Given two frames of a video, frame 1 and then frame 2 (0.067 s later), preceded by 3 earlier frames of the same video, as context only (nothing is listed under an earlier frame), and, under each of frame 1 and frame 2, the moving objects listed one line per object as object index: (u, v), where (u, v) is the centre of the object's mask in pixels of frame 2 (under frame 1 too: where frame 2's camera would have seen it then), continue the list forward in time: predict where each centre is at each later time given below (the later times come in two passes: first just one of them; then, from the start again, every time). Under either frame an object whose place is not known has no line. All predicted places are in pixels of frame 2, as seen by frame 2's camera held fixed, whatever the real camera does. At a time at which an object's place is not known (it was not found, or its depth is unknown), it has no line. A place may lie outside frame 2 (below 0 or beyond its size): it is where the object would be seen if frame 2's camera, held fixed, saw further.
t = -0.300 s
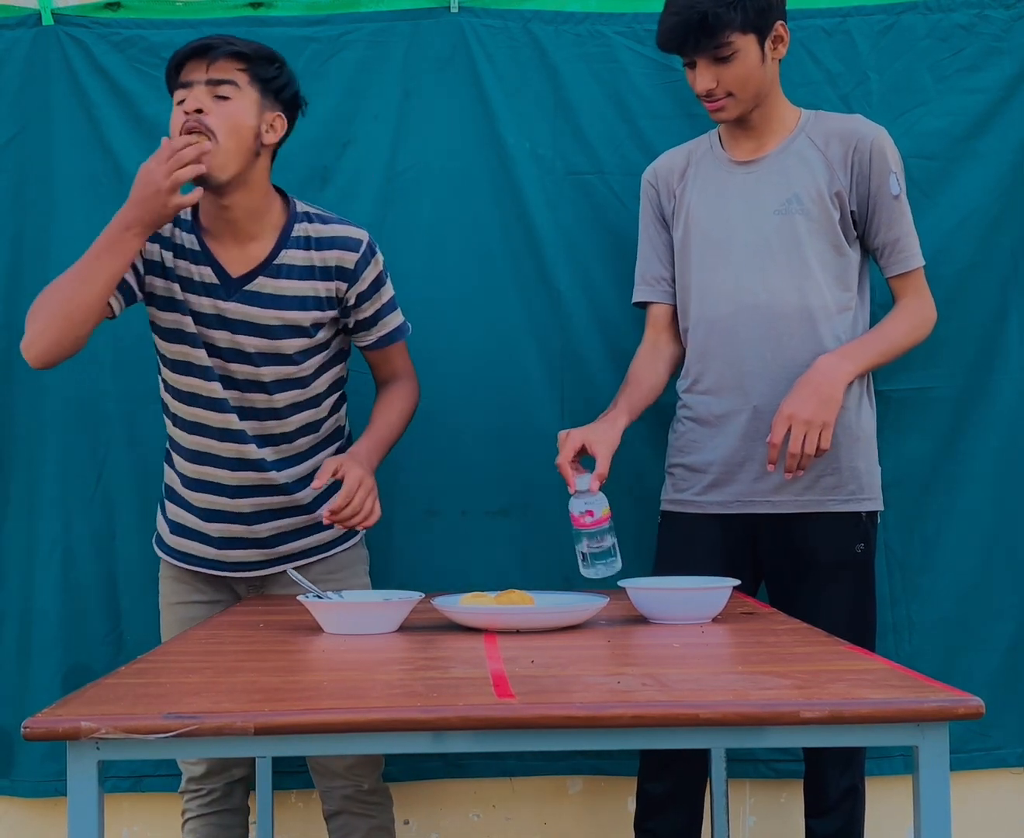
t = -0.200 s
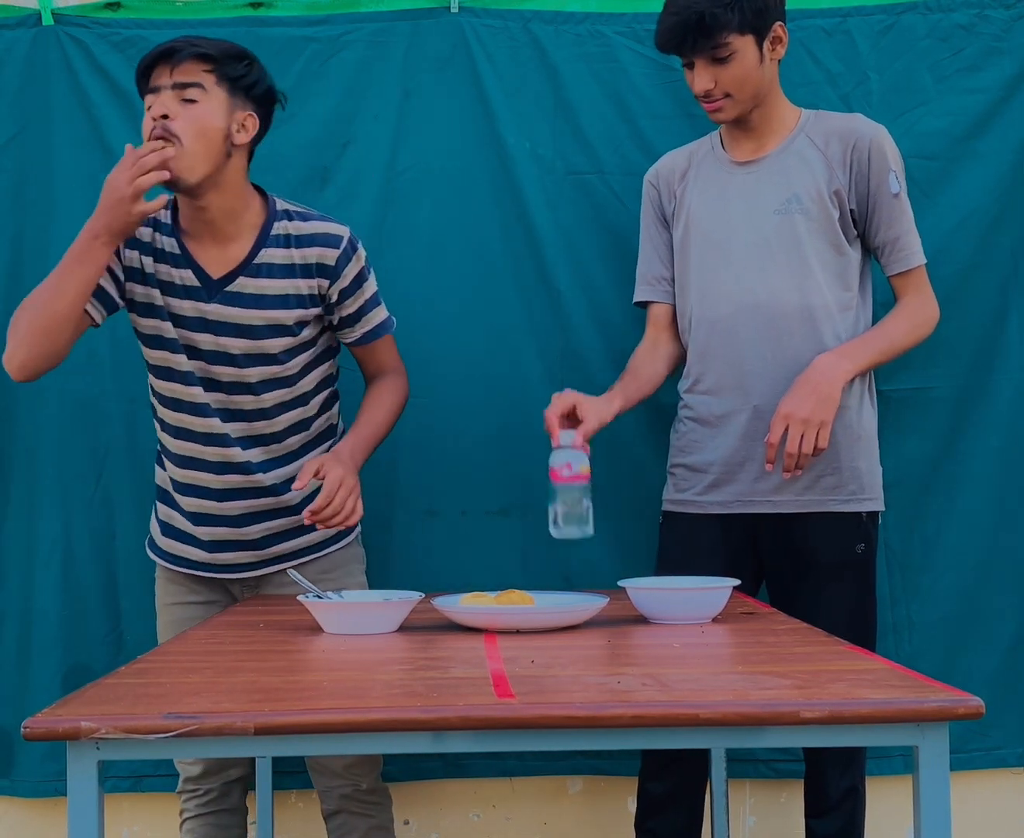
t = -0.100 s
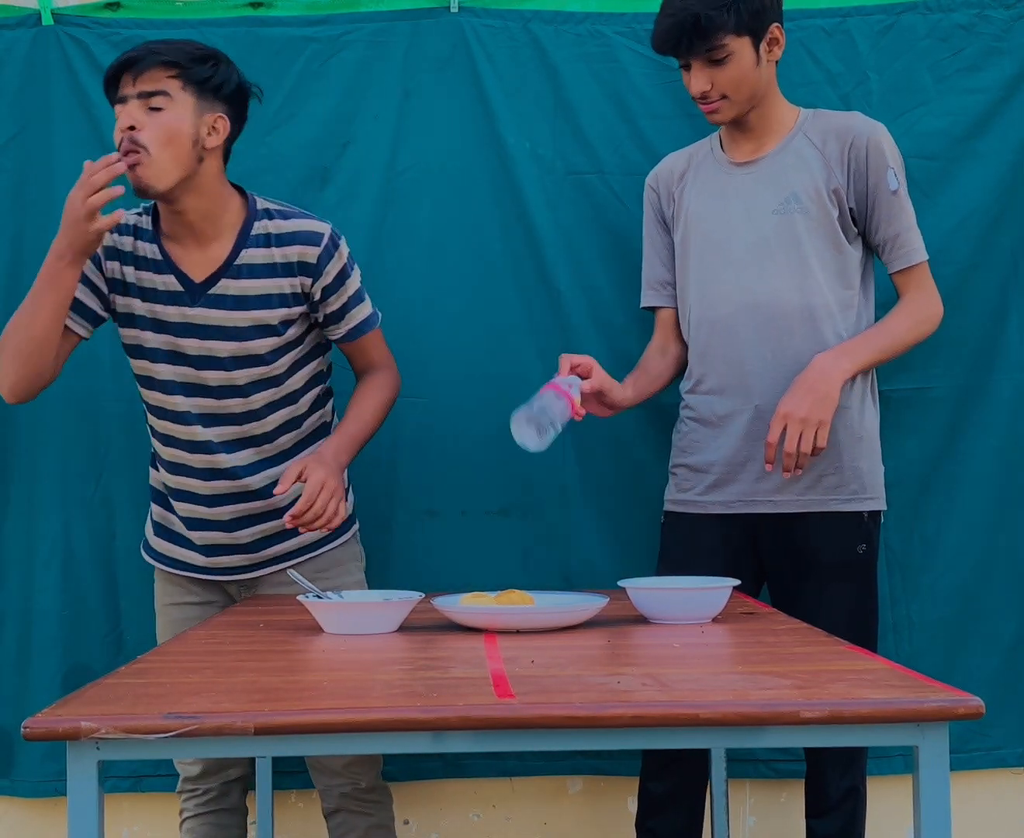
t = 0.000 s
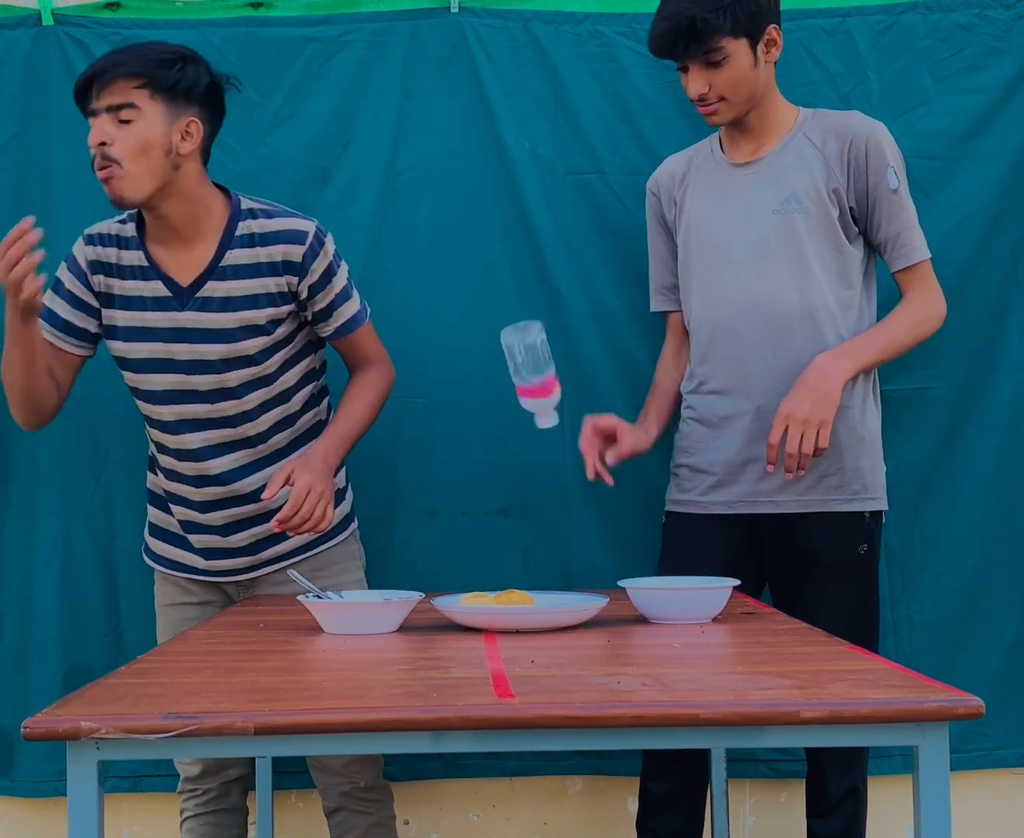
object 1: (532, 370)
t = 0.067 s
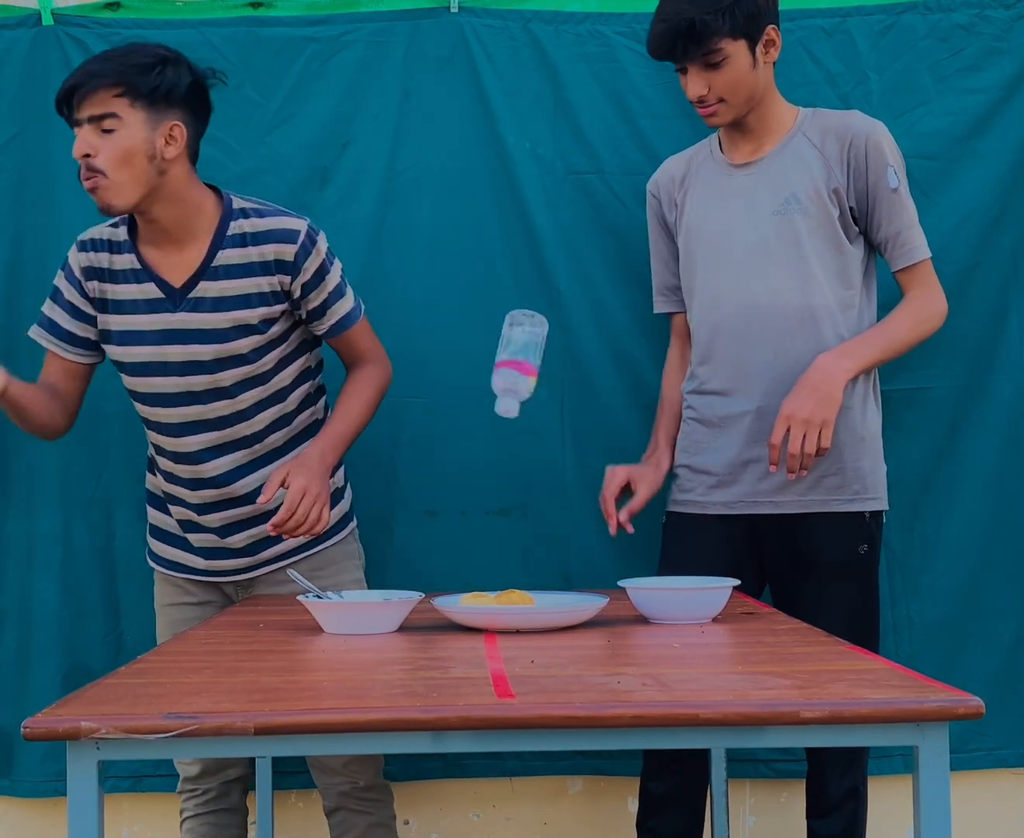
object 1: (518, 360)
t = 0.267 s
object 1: (495, 510)
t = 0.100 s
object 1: (514, 363)
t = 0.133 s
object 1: (510, 374)
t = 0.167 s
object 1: (507, 396)
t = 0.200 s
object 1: (503, 426)
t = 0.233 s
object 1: (499, 464)
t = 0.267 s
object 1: (495, 510)
